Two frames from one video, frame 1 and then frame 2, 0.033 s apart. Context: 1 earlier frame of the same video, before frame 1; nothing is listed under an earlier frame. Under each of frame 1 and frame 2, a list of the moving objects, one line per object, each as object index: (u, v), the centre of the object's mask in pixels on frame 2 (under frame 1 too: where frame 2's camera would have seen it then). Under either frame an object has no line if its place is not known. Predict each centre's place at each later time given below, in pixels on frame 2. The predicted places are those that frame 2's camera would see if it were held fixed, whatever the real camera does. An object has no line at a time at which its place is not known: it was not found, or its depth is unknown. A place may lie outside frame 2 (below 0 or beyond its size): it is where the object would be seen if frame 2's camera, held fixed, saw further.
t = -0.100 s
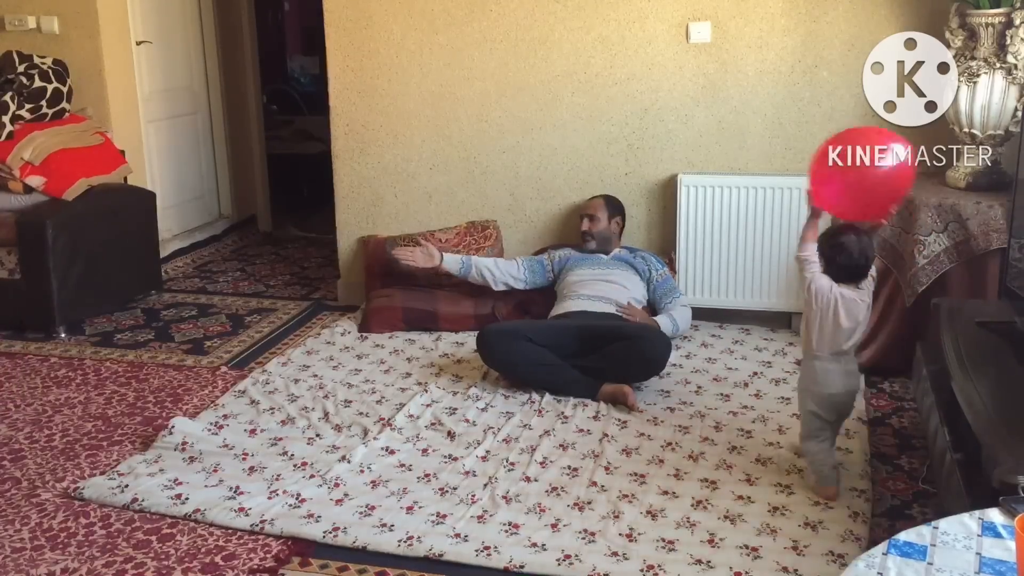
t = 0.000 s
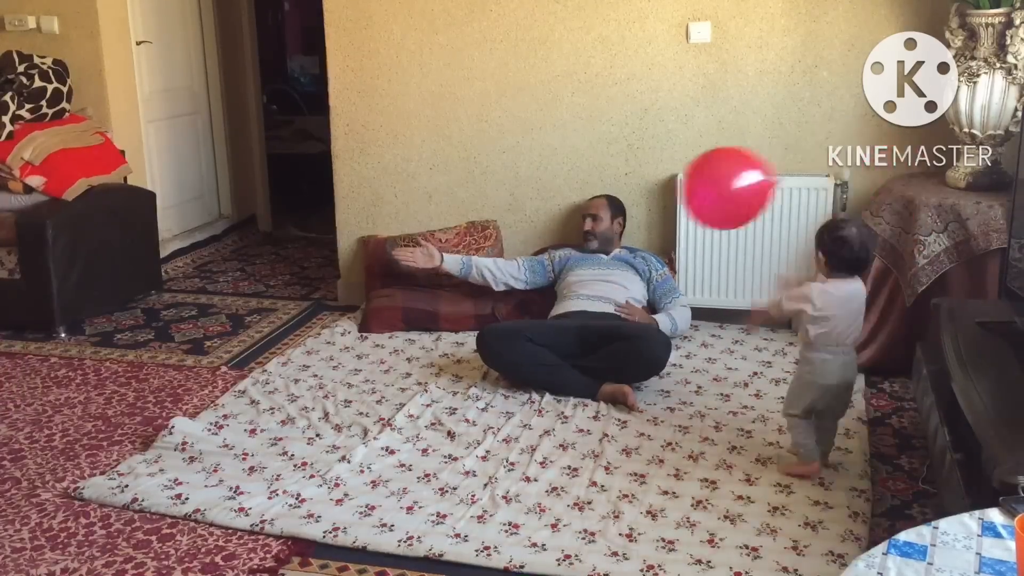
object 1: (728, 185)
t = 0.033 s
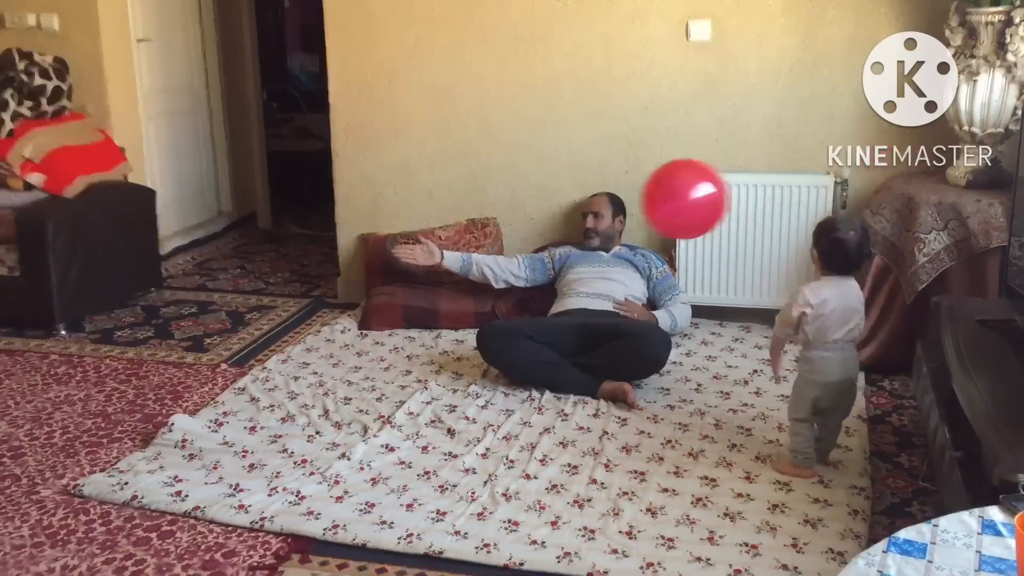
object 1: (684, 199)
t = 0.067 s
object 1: (667, 207)
